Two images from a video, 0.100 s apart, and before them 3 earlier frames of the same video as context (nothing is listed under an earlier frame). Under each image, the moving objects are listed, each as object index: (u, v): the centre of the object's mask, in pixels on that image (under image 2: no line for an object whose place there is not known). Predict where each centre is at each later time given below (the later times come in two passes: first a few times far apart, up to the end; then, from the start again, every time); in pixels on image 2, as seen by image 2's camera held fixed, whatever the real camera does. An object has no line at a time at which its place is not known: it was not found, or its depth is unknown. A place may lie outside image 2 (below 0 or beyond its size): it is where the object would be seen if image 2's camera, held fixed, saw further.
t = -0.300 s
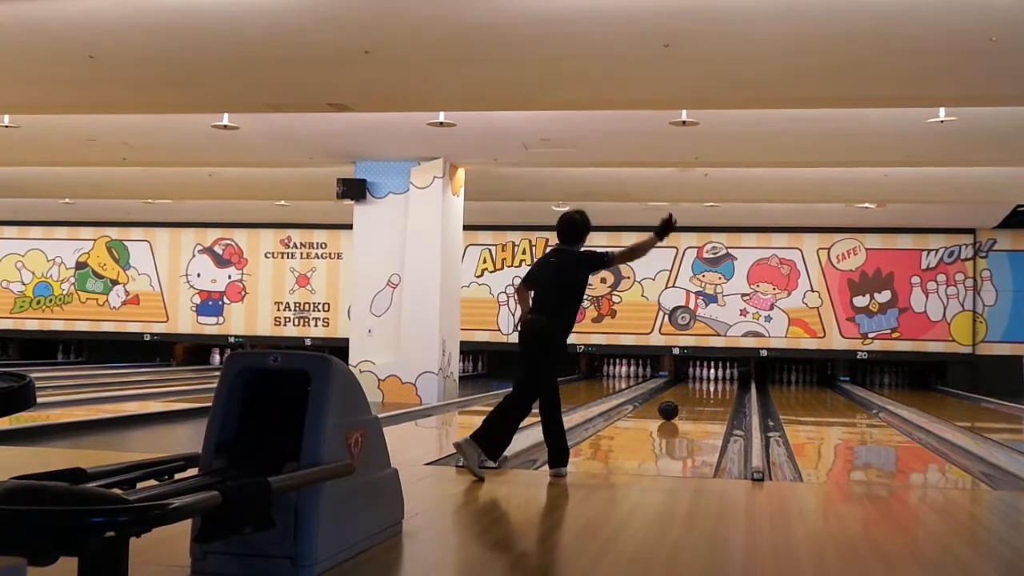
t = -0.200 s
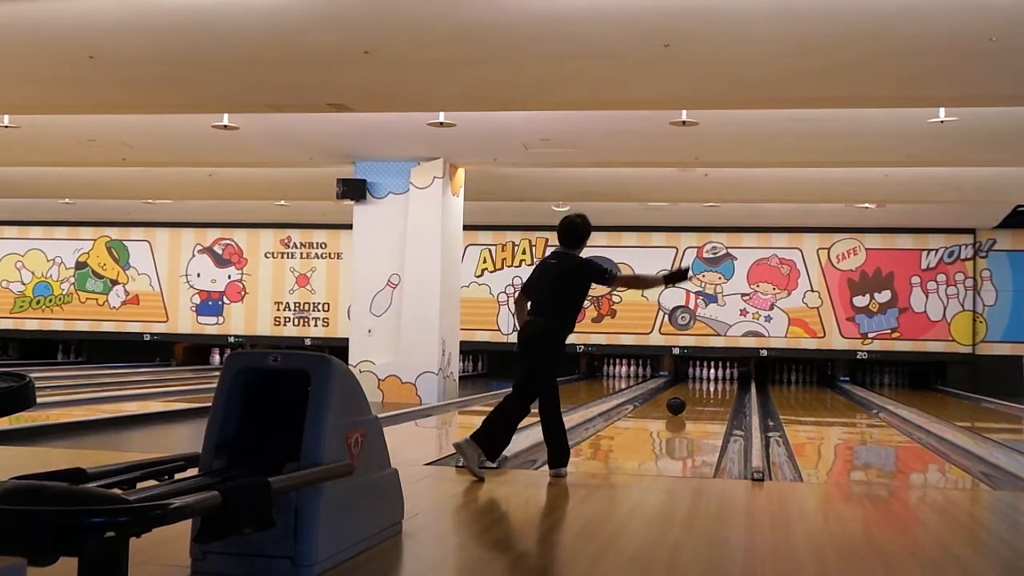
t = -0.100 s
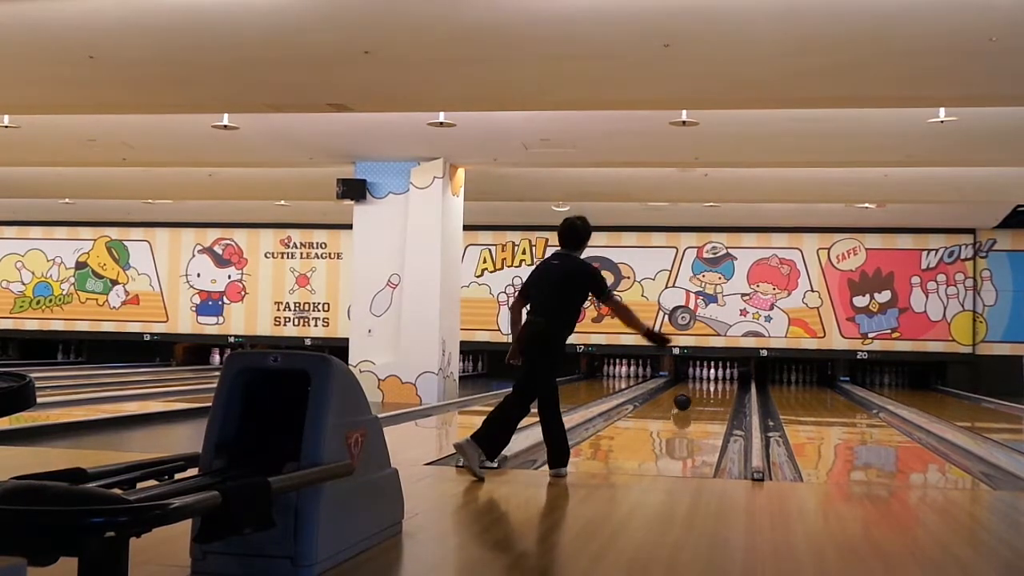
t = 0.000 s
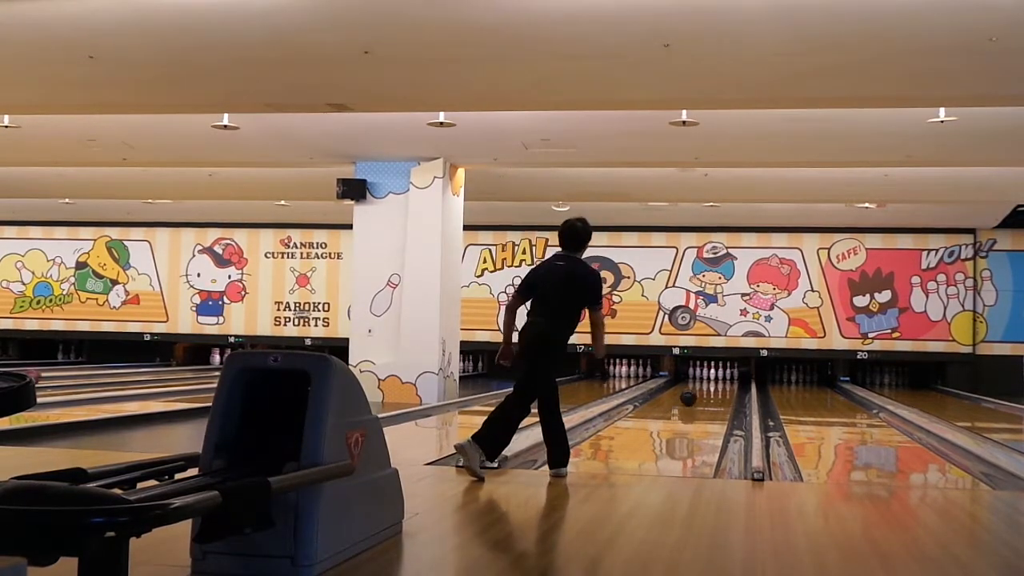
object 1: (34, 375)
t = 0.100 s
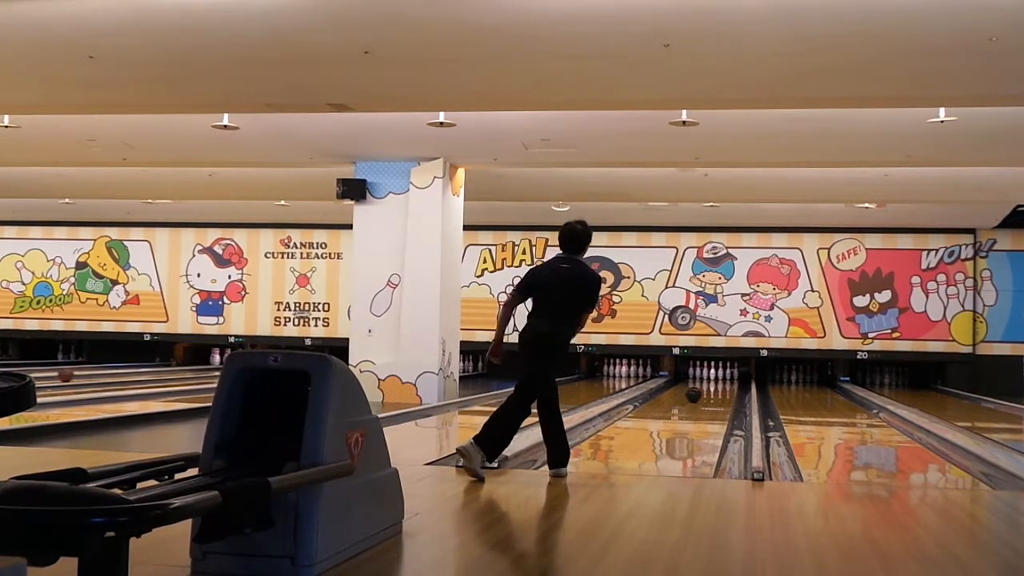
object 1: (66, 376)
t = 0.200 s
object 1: (96, 374)
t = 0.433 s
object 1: (155, 370)
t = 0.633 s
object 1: (198, 368)
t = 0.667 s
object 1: (204, 368)
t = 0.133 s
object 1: (76, 375)
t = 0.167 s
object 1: (86, 375)
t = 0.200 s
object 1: (96, 374)
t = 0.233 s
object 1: (105, 373)
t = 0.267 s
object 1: (114, 372)
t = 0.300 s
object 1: (122, 372)
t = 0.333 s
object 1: (131, 371)
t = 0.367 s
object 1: (140, 371)
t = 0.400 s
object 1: (147, 371)
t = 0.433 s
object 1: (155, 370)
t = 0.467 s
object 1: (163, 370)
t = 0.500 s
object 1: (170, 370)
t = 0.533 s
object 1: (177, 369)
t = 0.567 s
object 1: (185, 369)
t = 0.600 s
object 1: (191, 368)
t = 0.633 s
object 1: (198, 368)
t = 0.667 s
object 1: (204, 368)
